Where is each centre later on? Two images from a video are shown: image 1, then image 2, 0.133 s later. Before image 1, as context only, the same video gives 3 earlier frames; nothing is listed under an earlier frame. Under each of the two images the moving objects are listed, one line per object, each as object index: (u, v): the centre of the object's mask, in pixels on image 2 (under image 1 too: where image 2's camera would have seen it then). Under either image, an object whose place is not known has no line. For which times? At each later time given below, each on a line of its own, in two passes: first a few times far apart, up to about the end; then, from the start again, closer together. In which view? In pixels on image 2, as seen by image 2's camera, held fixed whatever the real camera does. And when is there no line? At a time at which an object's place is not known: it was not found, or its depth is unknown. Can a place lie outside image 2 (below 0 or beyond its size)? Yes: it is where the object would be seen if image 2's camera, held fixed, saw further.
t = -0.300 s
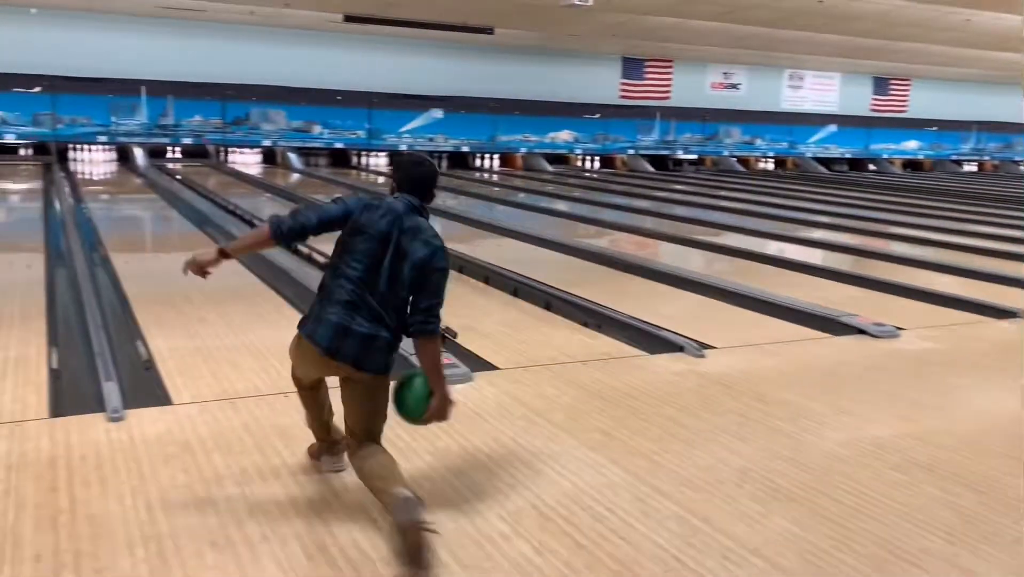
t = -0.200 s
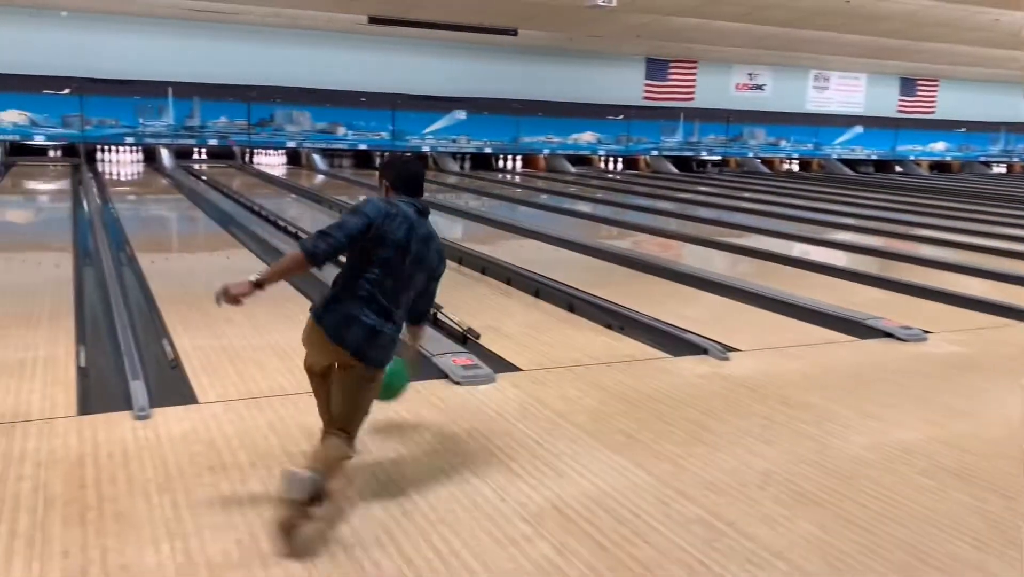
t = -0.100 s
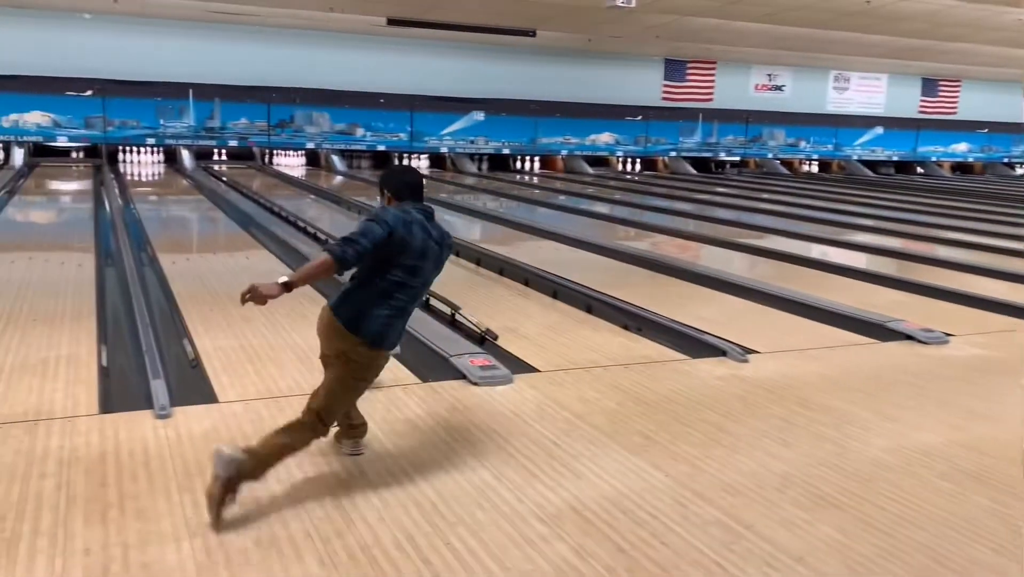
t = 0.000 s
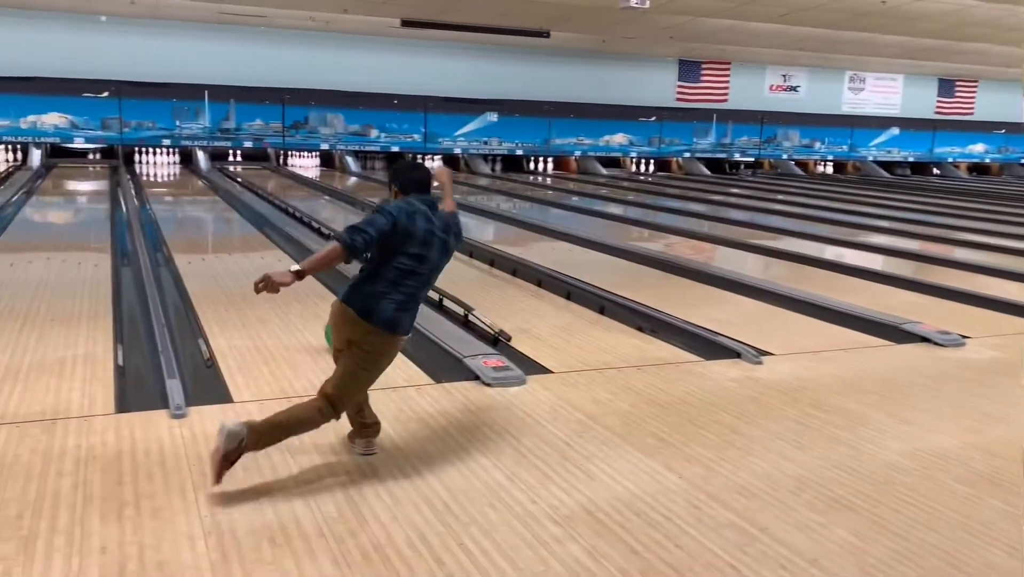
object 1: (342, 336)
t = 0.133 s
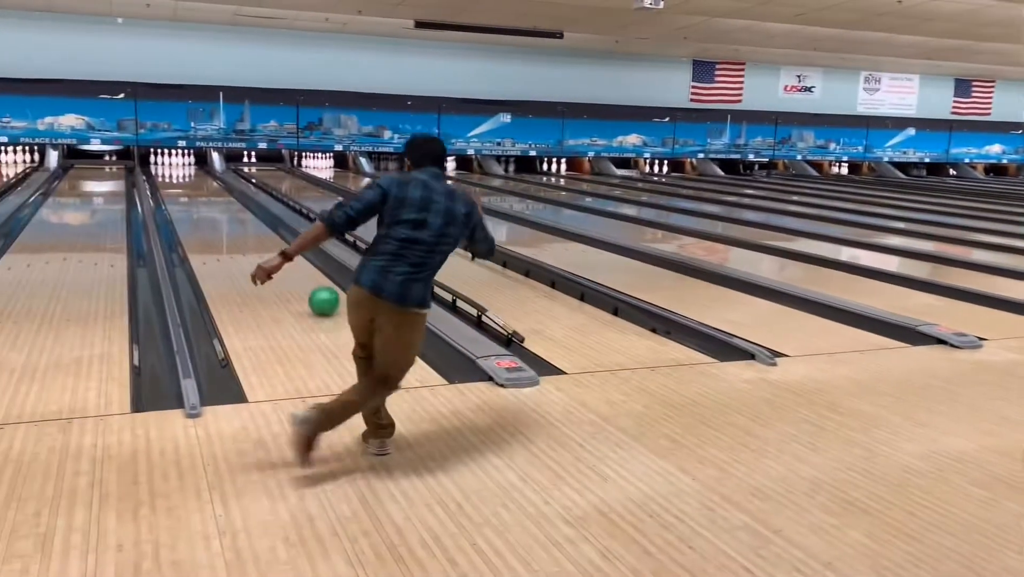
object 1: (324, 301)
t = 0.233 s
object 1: (306, 282)
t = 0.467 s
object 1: (273, 250)
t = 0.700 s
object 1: (250, 227)
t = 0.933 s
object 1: (232, 211)
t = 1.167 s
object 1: (221, 198)
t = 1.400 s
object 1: (210, 189)
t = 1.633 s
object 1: (200, 180)
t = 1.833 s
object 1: (193, 174)
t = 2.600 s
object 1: (168, 160)
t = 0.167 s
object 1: (318, 294)
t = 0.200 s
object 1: (311, 288)
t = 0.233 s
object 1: (306, 282)
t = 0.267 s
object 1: (300, 276)
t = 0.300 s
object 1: (295, 271)
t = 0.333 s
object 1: (290, 266)
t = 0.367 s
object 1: (285, 262)
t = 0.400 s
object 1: (281, 257)
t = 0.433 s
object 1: (277, 253)
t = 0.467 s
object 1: (273, 250)
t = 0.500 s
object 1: (269, 247)
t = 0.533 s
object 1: (266, 242)
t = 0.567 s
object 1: (262, 239)
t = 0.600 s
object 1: (259, 236)
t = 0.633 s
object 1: (256, 233)
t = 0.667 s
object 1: (253, 230)
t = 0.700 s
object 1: (250, 227)
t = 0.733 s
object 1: (247, 224)
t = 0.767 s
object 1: (245, 222)
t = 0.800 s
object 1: (242, 220)
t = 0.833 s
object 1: (240, 218)
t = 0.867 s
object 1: (237, 214)
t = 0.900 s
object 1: (235, 212)
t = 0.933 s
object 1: (232, 211)
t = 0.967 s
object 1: (231, 209)
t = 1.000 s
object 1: (229, 207)
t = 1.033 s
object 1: (228, 205)
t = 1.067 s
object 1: (224, 202)
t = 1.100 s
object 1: (223, 201)
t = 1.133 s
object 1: (221, 200)
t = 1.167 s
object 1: (221, 198)
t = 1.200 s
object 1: (218, 195)
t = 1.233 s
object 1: (216, 194)
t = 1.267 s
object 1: (214, 193)
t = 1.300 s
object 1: (213, 191)
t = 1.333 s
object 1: (212, 190)
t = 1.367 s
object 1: (211, 190)
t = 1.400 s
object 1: (210, 189)
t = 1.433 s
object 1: (208, 187)
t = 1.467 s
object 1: (206, 185)
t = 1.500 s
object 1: (205, 185)
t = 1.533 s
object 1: (203, 184)
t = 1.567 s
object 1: (202, 182)
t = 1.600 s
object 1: (200, 181)
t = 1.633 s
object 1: (200, 180)
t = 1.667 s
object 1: (199, 179)
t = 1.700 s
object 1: (198, 179)
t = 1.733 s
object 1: (195, 177)
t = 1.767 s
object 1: (194, 176)
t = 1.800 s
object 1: (194, 175)
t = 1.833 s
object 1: (193, 174)
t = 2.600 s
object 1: (168, 160)
